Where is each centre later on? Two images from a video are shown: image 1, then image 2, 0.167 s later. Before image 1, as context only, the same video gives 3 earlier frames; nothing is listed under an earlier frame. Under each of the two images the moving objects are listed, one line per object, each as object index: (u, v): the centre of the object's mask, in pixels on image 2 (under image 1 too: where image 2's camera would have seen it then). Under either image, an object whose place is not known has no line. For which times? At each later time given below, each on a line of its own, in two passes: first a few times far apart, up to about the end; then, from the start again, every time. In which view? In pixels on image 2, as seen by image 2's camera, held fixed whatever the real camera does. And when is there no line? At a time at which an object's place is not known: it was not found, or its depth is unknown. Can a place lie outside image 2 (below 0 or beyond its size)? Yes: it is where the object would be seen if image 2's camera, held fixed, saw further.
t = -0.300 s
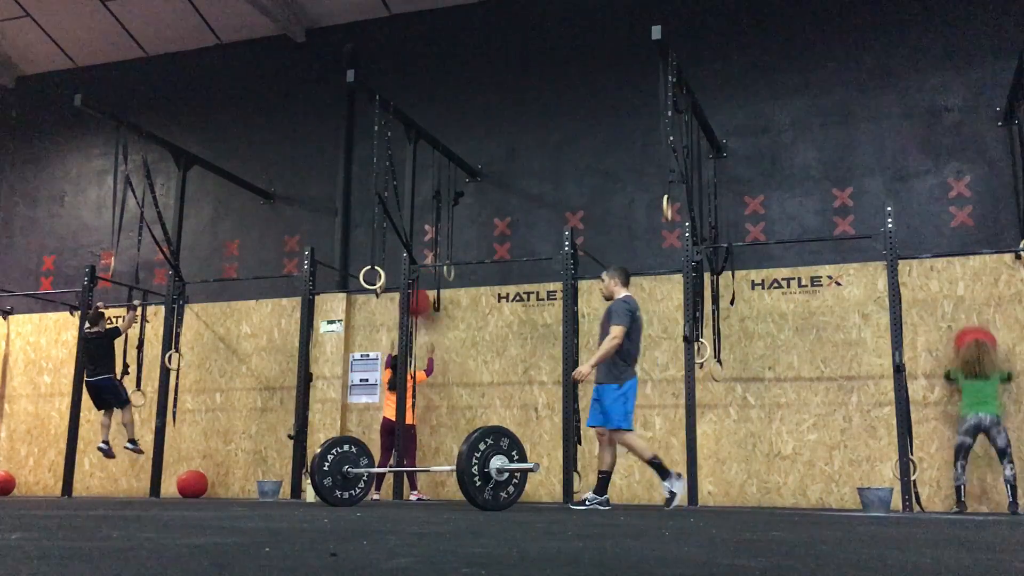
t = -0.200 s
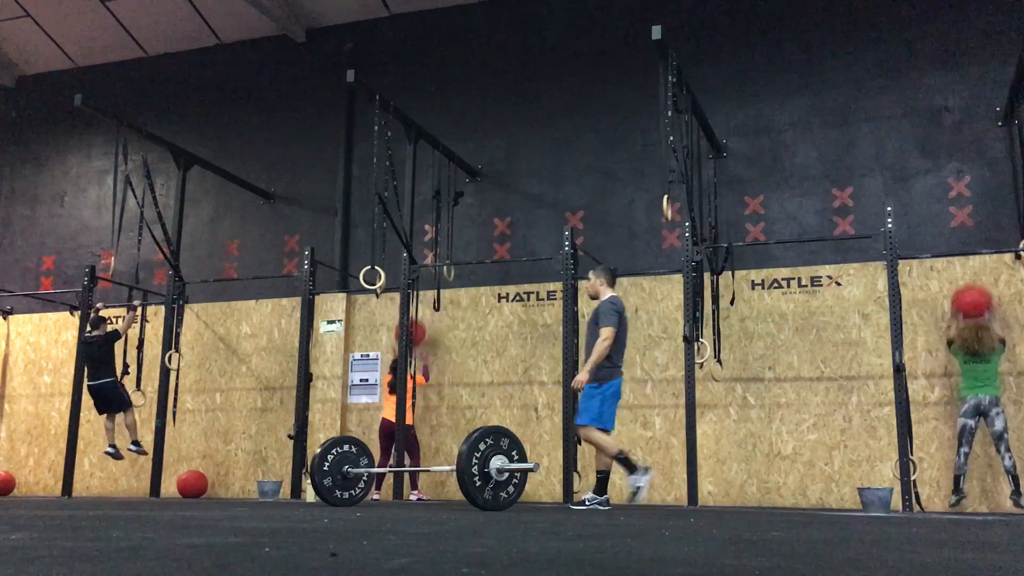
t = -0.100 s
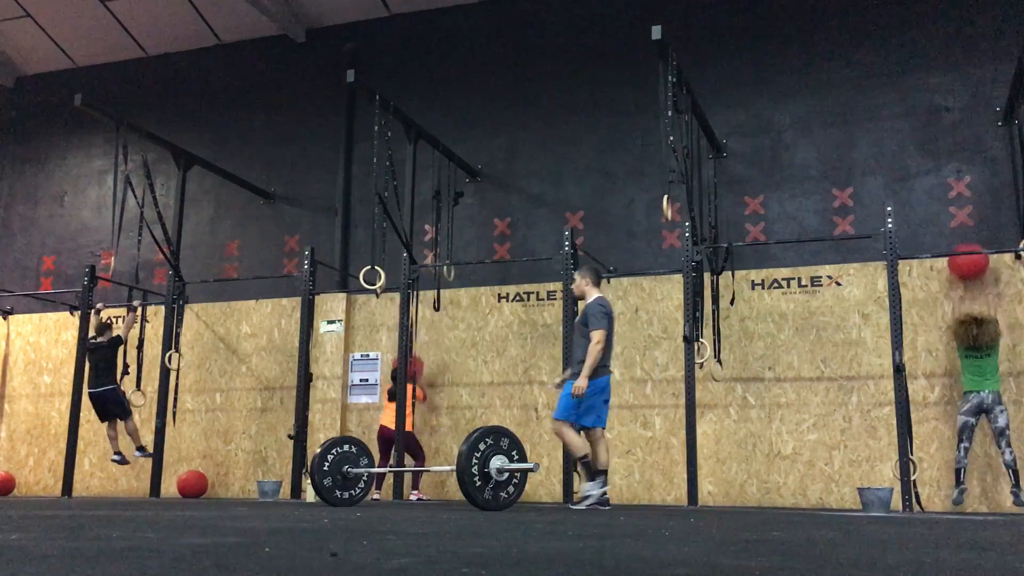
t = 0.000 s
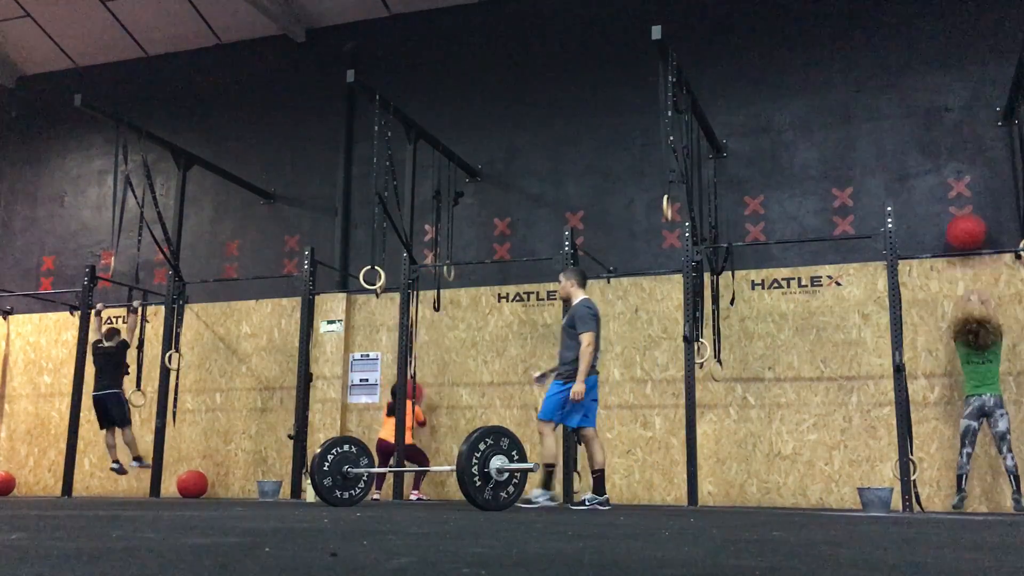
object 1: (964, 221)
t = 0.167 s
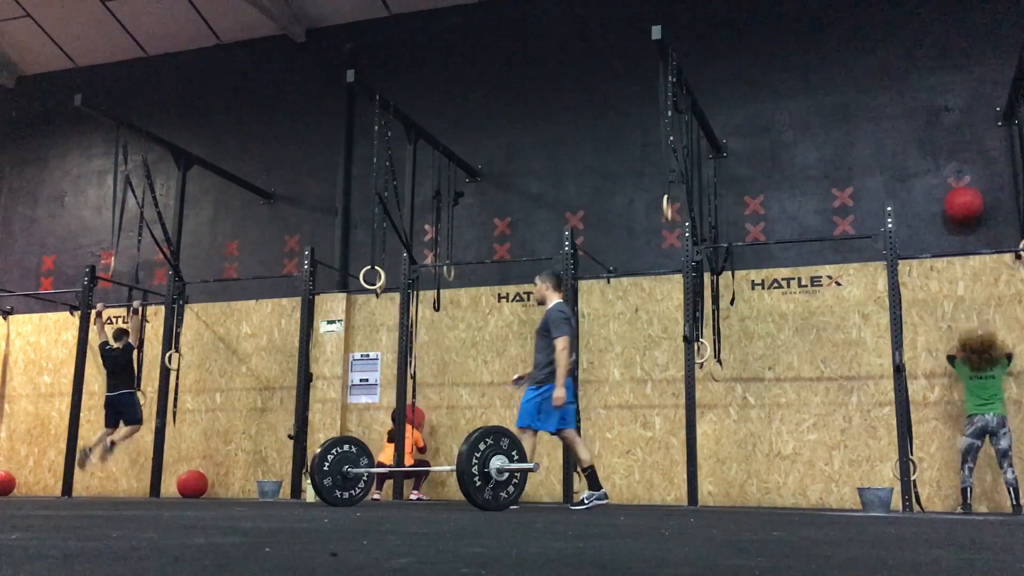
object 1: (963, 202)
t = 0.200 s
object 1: (963, 200)
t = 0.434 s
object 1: (963, 206)
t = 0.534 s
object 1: (966, 228)
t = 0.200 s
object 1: (963, 200)
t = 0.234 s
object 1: (963, 200)
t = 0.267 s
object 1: (963, 199)
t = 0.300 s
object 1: (963, 199)
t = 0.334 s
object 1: (963, 200)
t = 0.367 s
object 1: (963, 202)
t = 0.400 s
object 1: (964, 204)
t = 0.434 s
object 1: (963, 206)
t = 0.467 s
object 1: (964, 210)
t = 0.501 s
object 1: (966, 223)
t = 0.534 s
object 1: (966, 228)
